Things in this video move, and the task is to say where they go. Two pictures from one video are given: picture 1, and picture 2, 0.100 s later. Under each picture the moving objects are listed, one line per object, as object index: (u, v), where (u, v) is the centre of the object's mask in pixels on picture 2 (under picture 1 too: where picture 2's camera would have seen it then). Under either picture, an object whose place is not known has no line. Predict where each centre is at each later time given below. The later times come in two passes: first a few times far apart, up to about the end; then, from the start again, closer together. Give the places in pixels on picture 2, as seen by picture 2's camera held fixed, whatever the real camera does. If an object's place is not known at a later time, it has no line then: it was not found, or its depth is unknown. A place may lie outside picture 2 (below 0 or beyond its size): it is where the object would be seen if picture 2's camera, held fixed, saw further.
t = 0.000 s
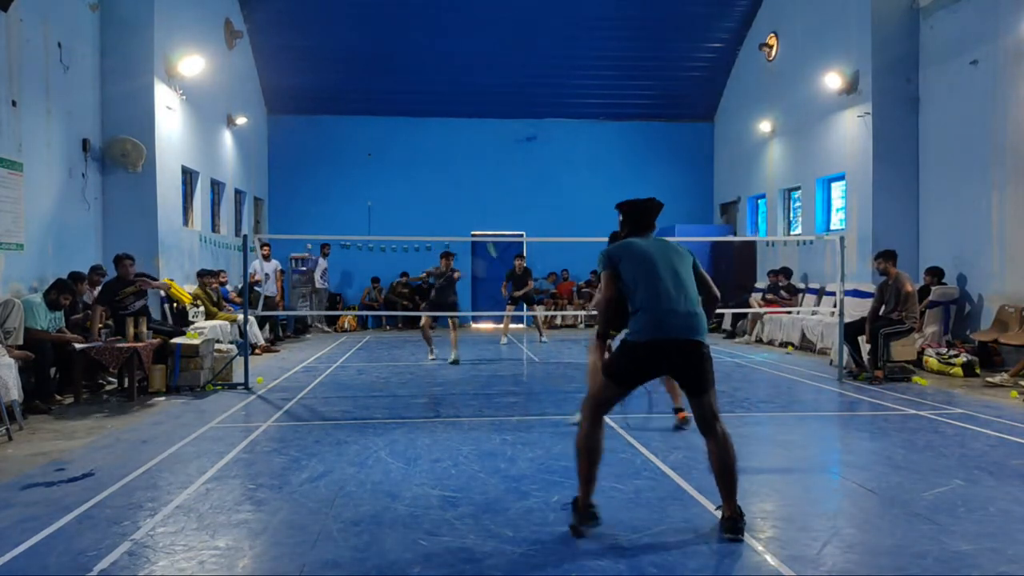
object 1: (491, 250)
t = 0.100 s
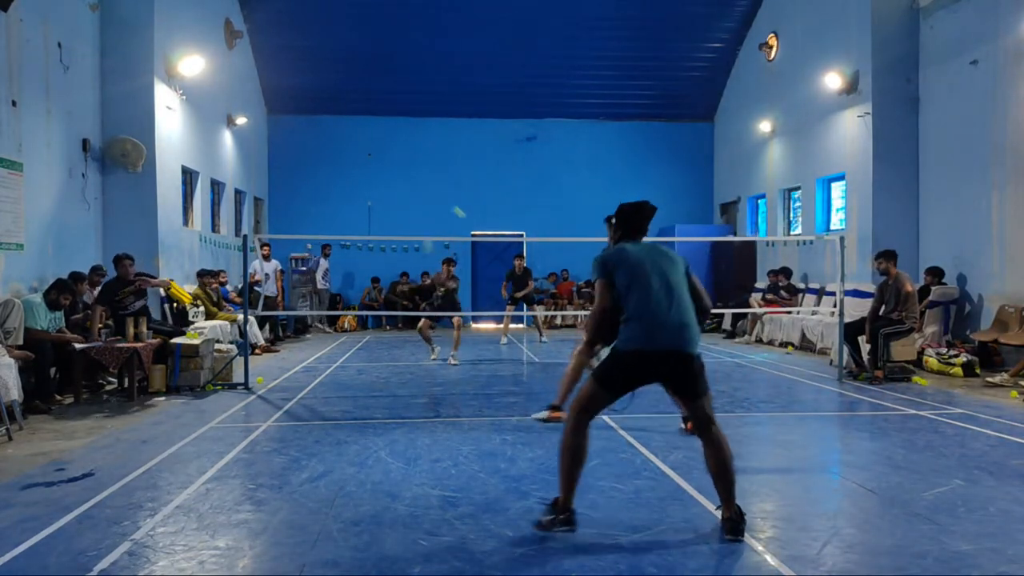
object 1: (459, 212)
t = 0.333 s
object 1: (378, 164)
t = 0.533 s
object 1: (303, 179)
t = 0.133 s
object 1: (448, 203)
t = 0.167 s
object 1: (437, 193)
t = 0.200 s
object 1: (425, 185)
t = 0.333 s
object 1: (378, 164)
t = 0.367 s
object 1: (366, 163)
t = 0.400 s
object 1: (354, 164)
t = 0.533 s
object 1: (303, 179)
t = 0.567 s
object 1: (289, 187)
